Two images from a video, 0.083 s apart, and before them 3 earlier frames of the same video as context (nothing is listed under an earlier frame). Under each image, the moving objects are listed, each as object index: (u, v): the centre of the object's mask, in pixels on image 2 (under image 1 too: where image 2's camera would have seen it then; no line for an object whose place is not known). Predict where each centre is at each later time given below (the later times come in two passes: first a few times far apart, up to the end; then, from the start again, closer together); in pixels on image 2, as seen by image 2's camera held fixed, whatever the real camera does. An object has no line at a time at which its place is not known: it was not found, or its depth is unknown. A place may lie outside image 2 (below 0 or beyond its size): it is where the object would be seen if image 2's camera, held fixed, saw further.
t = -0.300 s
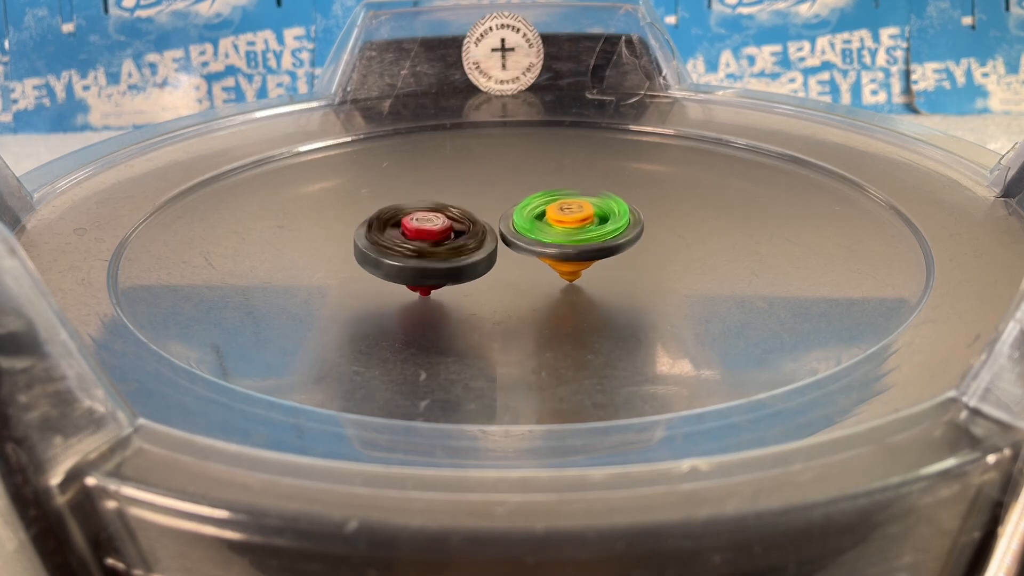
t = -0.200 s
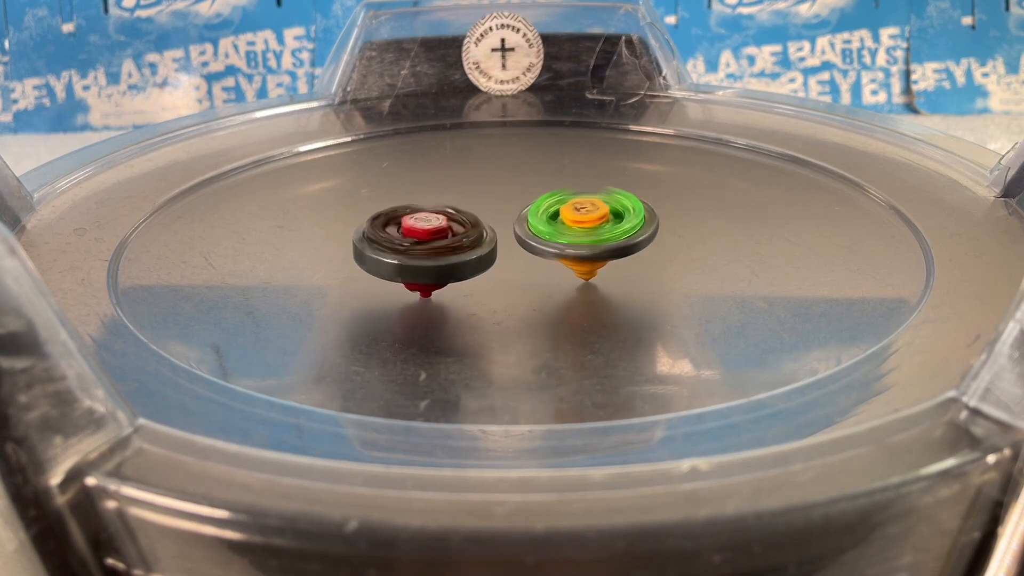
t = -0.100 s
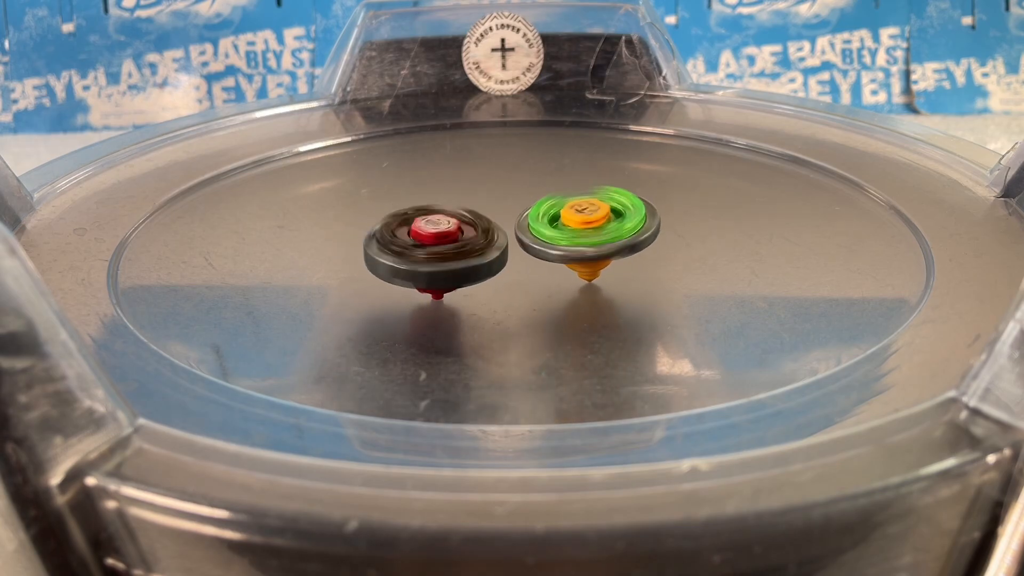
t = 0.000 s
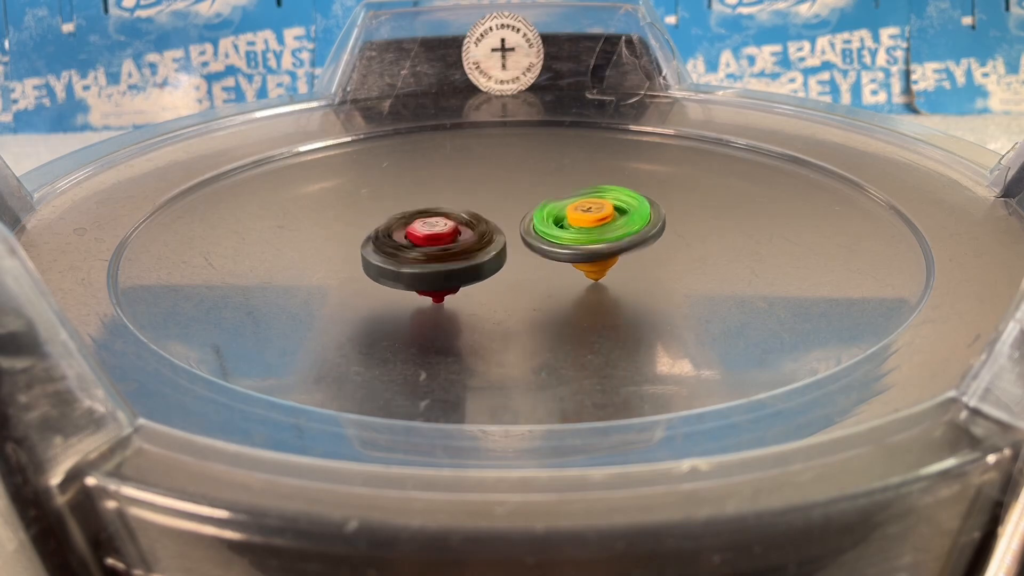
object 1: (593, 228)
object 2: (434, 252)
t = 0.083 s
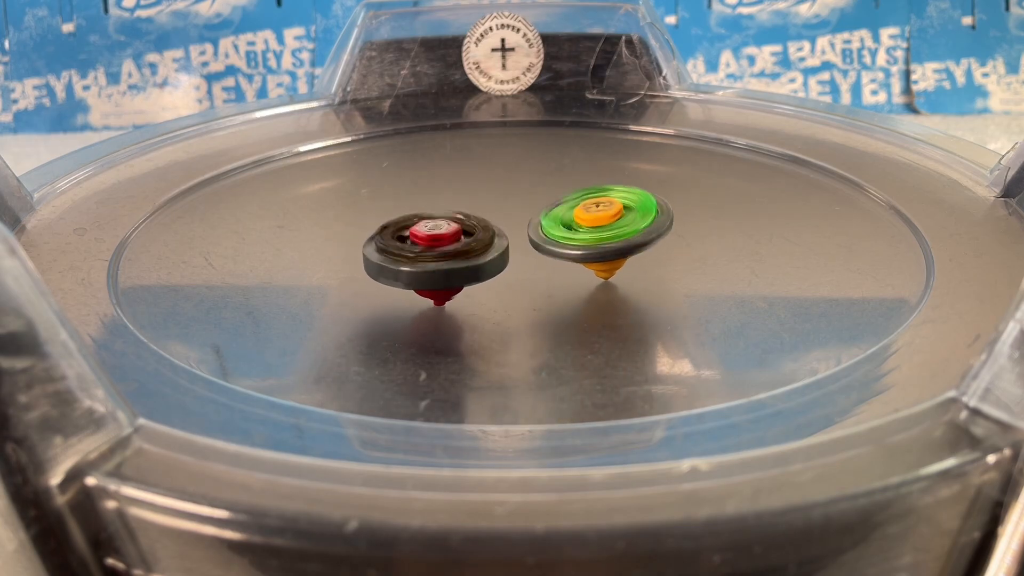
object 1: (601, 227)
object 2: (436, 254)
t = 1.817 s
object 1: (524, 207)
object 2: (555, 269)
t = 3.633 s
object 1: (486, 229)
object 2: (617, 256)
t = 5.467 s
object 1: (490, 244)
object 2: (621, 205)
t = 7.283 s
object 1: (527, 247)
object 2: (507, 191)
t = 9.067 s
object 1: (615, 249)
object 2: (444, 235)
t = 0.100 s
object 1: (600, 227)
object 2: (437, 254)
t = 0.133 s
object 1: (598, 228)
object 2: (439, 255)
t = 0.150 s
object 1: (597, 228)
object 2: (440, 256)
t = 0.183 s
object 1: (594, 229)
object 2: (443, 257)
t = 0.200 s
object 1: (591, 229)
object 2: (444, 257)
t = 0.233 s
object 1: (587, 230)
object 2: (447, 258)
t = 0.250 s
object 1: (586, 230)
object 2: (448, 259)
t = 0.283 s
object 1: (585, 230)
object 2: (448, 260)
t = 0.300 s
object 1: (585, 231)
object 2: (449, 260)
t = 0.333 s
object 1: (587, 231)
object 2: (447, 261)
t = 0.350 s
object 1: (591, 229)
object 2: (443, 262)
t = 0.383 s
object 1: (597, 228)
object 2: (440, 263)
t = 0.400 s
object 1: (599, 228)
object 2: (441, 263)
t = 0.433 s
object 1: (601, 227)
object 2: (442, 264)
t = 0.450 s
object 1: (600, 227)
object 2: (443, 264)
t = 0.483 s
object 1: (598, 227)
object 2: (444, 265)
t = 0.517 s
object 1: (595, 227)
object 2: (445, 265)
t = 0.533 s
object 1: (594, 227)
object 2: (446, 265)
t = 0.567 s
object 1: (589, 227)
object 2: (447, 265)
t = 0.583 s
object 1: (586, 228)
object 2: (448, 265)
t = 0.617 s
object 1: (580, 228)
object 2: (449, 265)
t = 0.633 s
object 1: (578, 228)
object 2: (451, 266)
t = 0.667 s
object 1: (573, 228)
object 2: (452, 266)
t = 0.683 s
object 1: (570, 229)
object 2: (454, 266)
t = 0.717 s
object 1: (569, 228)
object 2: (454, 266)
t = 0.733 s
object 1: (567, 228)
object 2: (455, 266)
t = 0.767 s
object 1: (569, 225)
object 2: (453, 266)
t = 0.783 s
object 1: (570, 225)
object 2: (453, 266)
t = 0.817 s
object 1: (568, 224)
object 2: (456, 266)
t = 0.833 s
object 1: (566, 223)
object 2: (457, 266)
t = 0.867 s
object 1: (563, 223)
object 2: (460, 266)
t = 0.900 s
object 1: (559, 222)
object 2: (462, 266)
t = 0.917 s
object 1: (558, 221)
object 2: (464, 266)
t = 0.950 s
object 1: (558, 218)
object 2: (459, 268)
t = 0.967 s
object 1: (558, 218)
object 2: (459, 268)
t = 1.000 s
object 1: (557, 217)
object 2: (461, 268)
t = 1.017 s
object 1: (557, 216)
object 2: (463, 268)
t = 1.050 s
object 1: (555, 215)
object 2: (466, 268)
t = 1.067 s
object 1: (555, 214)
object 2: (467, 268)
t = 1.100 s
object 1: (553, 213)
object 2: (470, 268)
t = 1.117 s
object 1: (551, 211)
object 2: (472, 268)
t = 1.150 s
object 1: (549, 210)
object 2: (476, 268)
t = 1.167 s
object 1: (550, 209)
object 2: (477, 268)
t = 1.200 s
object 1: (547, 207)
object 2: (481, 268)
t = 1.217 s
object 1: (547, 207)
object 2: (483, 268)
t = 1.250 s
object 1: (546, 207)
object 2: (487, 268)
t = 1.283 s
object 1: (545, 205)
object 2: (491, 268)
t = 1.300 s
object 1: (544, 204)
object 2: (493, 268)
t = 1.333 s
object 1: (542, 203)
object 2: (498, 267)
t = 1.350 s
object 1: (542, 203)
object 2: (500, 269)
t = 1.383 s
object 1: (541, 202)
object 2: (504, 268)
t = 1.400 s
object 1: (539, 202)
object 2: (506, 269)
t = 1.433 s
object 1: (538, 202)
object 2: (511, 268)
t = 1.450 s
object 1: (538, 202)
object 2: (513, 268)
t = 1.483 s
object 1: (536, 202)
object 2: (518, 268)
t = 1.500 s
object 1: (537, 202)
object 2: (521, 268)
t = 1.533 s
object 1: (535, 203)
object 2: (526, 268)
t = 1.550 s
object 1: (534, 202)
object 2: (528, 268)
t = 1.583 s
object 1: (533, 202)
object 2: (532, 269)
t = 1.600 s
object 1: (533, 202)
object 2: (534, 269)
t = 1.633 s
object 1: (531, 202)
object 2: (538, 269)
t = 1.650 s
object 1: (530, 203)
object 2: (540, 270)
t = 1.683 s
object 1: (529, 204)
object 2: (543, 269)
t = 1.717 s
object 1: (528, 205)
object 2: (546, 270)
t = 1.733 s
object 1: (527, 205)
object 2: (548, 269)
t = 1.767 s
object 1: (526, 206)
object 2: (551, 270)
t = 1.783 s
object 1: (526, 207)
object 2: (552, 270)
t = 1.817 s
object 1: (524, 207)
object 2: (555, 269)
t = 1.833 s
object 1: (523, 208)
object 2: (556, 270)
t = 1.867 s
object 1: (521, 208)
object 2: (558, 271)
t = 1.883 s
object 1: (521, 208)
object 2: (558, 271)
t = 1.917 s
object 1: (521, 211)
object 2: (560, 272)
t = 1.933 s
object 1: (520, 211)
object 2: (561, 271)
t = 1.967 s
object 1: (519, 212)
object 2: (562, 272)
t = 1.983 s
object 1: (518, 212)
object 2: (562, 272)
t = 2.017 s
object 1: (516, 212)
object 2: (563, 272)
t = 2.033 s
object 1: (516, 213)
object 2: (563, 272)
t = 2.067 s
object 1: (515, 213)
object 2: (563, 273)
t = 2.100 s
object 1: (513, 214)
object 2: (564, 274)
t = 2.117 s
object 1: (512, 214)
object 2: (564, 274)
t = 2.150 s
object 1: (512, 213)
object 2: (563, 273)
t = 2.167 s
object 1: (512, 212)
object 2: (563, 273)
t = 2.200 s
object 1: (512, 213)
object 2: (563, 273)
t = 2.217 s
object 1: (512, 212)
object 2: (563, 273)
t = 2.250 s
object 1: (513, 213)
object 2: (562, 273)
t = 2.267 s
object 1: (512, 214)
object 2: (562, 273)
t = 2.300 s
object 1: (511, 213)
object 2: (563, 273)
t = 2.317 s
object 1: (512, 212)
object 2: (563, 274)
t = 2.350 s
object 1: (512, 212)
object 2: (563, 274)
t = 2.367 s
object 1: (512, 211)
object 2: (562, 273)
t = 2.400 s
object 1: (512, 211)
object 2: (563, 273)
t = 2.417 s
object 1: (510, 210)
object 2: (563, 272)
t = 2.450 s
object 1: (510, 211)
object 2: (563, 272)
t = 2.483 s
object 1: (510, 211)
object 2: (563, 271)
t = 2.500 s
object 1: (510, 210)
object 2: (564, 270)
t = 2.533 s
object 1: (508, 209)
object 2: (565, 269)
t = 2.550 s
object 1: (508, 209)
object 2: (566, 269)
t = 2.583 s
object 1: (507, 206)
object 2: (570, 272)
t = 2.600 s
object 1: (506, 206)
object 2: (571, 272)
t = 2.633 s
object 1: (507, 206)
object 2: (571, 271)
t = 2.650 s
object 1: (507, 205)
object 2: (572, 271)
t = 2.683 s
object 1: (506, 204)
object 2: (574, 270)
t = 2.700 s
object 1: (506, 204)
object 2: (576, 270)
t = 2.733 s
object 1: (505, 203)
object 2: (578, 268)
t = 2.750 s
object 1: (505, 204)
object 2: (578, 268)
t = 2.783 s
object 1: (505, 204)
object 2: (581, 267)
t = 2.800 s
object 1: (505, 204)
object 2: (581, 266)
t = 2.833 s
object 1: (504, 204)
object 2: (583, 266)
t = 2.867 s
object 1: (505, 205)
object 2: (585, 265)
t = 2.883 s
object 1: (505, 205)
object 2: (587, 264)
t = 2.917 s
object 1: (505, 206)
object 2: (589, 263)
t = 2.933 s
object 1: (506, 206)
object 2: (590, 263)
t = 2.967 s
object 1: (508, 207)
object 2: (592, 262)
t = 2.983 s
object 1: (506, 207)
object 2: (593, 261)
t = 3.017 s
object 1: (506, 208)
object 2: (595, 260)
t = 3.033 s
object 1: (507, 208)
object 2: (596, 260)
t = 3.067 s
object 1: (507, 210)
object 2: (598, 259)
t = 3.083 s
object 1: (509, 211)
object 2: (599, 258)
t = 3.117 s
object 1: (509, 212)
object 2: (600, 257)
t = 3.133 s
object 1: (506, 212)
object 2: (604, 258)
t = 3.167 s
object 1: (502, 210)
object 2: (613, 260)
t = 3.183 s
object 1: (500, 209)
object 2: (616, 261)
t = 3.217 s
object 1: (498, 210)
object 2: (618, 261)
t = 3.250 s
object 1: (497, 211)
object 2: (619, 261)
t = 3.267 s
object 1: (497, 211)
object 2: (619, 260)
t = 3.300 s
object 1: (495, 213)
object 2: (621, 260)
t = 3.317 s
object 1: (494, 214)
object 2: (622, 260)
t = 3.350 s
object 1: (494, 216)
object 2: (623, 260)
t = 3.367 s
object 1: (493, 216)
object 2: (623, 260)
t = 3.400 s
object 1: (491, 218)
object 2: (624, 259)
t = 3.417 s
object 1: (491, 218)
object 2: (624, 259)
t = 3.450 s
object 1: (490, 220)
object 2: (623, 259)
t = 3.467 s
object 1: (490, 222)
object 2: (623, 259)
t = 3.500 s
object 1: (490, 222)
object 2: (622, 258)
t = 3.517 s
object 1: (488, 223)
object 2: (621, 258)
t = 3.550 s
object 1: (487, 225)
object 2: (621, 258)
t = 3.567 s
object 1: (487, 225)
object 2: (620, 258)
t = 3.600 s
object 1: (487, 227)
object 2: (618, 257)
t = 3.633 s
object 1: (486, 229)
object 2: (617, 256)
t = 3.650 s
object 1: (486, 230)
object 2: (616, 256)
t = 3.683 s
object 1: (480, 230)
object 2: (620, 255)
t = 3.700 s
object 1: (477, 231)
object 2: (621, 255)
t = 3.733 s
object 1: (475, 231)
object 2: (619, 254)
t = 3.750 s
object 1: (473, 231)
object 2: (618, 254)
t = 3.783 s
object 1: (472, 231)
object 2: (617, 253)
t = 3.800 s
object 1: (472, 231)
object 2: (617, 252)
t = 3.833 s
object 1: (470, 233)
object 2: (617, 251)
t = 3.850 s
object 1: (470, 234)
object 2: (617, 250)
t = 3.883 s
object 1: (469, 234)
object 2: (617, 249)
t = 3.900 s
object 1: (467, 234)
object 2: (617, 248)
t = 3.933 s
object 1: (467, 235)
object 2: (616, 247)
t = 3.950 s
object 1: (467, 235)
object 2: (616, 246)
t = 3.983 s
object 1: (467, 236)
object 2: (616, 245)
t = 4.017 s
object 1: (466, 236)
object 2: (615, 243)
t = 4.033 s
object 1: (467, 236)
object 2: (615, 242)
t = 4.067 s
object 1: (467, 237)
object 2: (615, 241)
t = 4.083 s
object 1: (468, 238)
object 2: (615, 240)
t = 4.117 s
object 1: (469, 237)
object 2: (615, 239)
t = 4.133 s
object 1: (469, 237)
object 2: (615, 238)
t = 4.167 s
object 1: (460, 238)
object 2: (625, 236)
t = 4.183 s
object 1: (451, 237)
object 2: (636, 235)
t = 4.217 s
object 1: (437, 236)
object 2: (649, 231)
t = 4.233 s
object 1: (434, 235)
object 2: (654, 230)
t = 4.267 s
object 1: (430, 235)
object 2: (661, 226)
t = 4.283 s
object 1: (430, 236)
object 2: (663, 224)
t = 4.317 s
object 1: (432, 235)
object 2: (666, 223)
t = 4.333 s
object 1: (433, 235)
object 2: (666, 222)
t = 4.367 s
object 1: (436, 235)
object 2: (667, 221)
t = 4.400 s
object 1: (442, 235)
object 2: (667, 220)
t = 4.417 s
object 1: (445, 234)
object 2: (667, 220)
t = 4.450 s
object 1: (450, 234)
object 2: (667, 220)
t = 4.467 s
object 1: (453, 234)
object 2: (666, 220)
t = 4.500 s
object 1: (459, 235)
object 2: (665, 219)
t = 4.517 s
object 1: (463, 235)
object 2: (664, 219)
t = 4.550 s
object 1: (469, 235)
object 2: (663, 219)
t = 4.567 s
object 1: (472, 235)
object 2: (662, 220)
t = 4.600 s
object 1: (479, 236)
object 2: (659, 220)
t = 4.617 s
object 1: (481, 235)
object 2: (658, 220)
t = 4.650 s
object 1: (488, 235)
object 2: (655, 221)
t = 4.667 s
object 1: (492, 235)
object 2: (653, 221)
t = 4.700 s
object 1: (498, 236)
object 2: (649, 221)
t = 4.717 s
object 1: (501, 235)
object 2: (647, 221)
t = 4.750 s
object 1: (503, 236)
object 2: (644, 221)
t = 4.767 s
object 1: (499, 235)
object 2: (646, 220)
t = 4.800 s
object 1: (496, 237)
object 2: (645, 220)
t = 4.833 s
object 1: (497, 236)
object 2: (641, 220)
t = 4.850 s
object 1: (497, 236)
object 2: (639, 219)
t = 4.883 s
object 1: (500, 237)
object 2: (636, 219)
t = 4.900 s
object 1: (501, 236)
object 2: (634, 219)
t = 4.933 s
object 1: (490, 236)
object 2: (640, 216)
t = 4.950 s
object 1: (486, 236)
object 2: (642, 215)
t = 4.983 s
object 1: (481, 237)
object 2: (641, 214)
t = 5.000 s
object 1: (480, 237)
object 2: (639, 214)
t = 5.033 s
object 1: (478, 237)
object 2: (637, 213)
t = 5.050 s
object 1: (478, 238)
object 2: (636, 213)
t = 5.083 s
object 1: (480, 238)
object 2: (633, 212)
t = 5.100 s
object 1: (480, 237)
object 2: (632, 212)
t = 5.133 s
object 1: (484, 238)
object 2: (630, 211)
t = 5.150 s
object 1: (486, 237)
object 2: (628, 211)
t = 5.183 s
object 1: (491, 237)
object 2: (626, 211)
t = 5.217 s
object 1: (495, 238)
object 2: (624, 210)
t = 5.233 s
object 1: (499, 238)
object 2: (623, 210)
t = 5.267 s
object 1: (503, 237)
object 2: (622, 209)
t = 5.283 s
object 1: (504, 238)
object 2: (621, 209)
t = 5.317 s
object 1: (504, 239)
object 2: (622, 208)
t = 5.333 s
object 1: (505, 239)
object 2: (622, 208)
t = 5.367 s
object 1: (505, 239)
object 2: (619, 208)
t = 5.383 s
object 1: (505, 241)
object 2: (618, 208)
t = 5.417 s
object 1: (499, 242)
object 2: (620, 206)
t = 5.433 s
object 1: (494, 243)
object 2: (621, 205)
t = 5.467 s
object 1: (490, 244)
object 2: (621, 205)
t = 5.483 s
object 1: (488, 244)
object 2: (620, 205)
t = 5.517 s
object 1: (486, 244)
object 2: (618, 205)
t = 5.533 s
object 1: (487, 244)
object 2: (616, 205)
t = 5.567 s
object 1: (488, 243)
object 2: (615, 205)
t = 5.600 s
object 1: (490, 243)
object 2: (613, 205)
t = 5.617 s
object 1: (492, 243)
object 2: (613, 205)
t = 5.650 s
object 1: (496, 242)
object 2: (613, 205)
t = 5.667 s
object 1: (498, 242)
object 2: (611, 205)
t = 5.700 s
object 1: (501, 242)
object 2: (611, 205)
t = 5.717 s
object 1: (504, 241)
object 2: (610, 206)
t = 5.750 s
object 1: (499, 242)
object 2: (611, 205)
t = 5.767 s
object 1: (494, 244)
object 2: (612, 204)
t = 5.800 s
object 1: (491, 243)
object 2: (613, 203)
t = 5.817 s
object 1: (488, 244)
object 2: (613, 203)
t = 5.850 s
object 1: (487, 244)
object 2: (609, 204)
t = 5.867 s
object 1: (487, 244)
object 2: (607, 204)
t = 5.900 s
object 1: (488, 243)
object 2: (604, 204)
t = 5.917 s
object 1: (489, 244)
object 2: (603, 204)
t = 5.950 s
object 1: (491, 243)
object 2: (601, 204)
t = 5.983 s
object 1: (494, 243)
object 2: (599, 205)
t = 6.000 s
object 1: (497, 243)
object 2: (598, 205)
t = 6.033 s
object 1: (500, 242)
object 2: (595, 204)
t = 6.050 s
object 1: (501, 242)
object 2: (593, 204)
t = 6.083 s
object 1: (499, 243)
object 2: (591, 203)
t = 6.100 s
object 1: (500, 243)
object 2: (589, 203)
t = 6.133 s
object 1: (500, 244)
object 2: (586, 203)
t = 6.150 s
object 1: (500, 244)
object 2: (585, 202)
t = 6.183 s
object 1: (501, 243)
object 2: (582, 201)
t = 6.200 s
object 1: (495, 246)
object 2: (581, 200)
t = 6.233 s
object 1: (488, 249)
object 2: (580, 198)
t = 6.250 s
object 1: (485, 250)
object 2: (578, 198)
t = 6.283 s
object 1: (483, 252)
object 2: (576, 197)
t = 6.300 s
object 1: (482, 251)
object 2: (575, 197)
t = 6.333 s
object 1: (481, 252)
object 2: (573, 196)
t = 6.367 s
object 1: (483, 251)
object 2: (572, 196)
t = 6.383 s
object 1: (483, 251)
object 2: (570, 195)
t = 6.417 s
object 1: (487, 250)
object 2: (570, 194)
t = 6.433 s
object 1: (488, 249)
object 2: (569, 194)
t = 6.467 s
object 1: (492, 250)
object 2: (568, 193)
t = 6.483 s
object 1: (494, 248)
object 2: (567, 192)
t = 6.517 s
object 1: (497, 248)
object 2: (566, 192)
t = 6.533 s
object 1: (500, 248)
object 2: (564, 192)
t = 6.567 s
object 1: (503, 247)
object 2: (563, 191)
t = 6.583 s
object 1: (506, 246)
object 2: (562, 191)
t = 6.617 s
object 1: (510, 246)
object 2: (561, 190)
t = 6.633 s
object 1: (512, 245)
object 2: (559, 190)
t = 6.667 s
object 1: (516, 245)
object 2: (556, 191)
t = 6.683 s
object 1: (519, 245)
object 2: (556, 189)
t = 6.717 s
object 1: (521, 245)
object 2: (553, 190)
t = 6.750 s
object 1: (520, 247)
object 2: (550, 189)
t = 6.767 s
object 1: (521, 248)
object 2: (549, 190)
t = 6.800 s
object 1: (521, 248)
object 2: (545, 190)
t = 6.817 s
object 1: (522, 249)
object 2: (545, 190)
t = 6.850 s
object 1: (522, 249)
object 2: (541, 192)
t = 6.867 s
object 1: (523, 249)
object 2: (539, 191)
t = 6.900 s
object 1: (522, 248)
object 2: (537, 191)
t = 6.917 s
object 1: (523, 249)
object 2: (534, 192)
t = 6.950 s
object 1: (524, 247)
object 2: (532, 191)
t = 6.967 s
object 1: (524, 248)
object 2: (531, 191)
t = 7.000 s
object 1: (526, 246)
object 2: (527, 191)
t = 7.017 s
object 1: (526, 245)
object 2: (526, 191)
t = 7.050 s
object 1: (526, 248)
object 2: (522, 190)
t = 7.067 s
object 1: (524, 249)
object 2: (521, 190)
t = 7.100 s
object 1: (525, 250)
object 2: (518, 191)
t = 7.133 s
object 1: (524, 249)
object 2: (517, 190)
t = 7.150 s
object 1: (524, 250)
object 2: (516, 190)
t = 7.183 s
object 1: (524, 249)
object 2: (513, 190)
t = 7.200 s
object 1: (523, 249)
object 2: (512, 191)
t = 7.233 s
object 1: (525, 248)
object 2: (509, 191)
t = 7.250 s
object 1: (524, 248)
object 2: (509, 190)
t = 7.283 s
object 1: (527, 247)
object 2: (507, 191)
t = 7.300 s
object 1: (526, 246)
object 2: (505, 190)
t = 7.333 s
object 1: (528, 245)
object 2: (504, 191)
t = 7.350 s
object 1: (528, 245)
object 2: (503, 191)
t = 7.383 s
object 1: (530, 246)
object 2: (504, 191)
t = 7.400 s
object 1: (530, 246)
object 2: (503, 190)
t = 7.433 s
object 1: (531, 245)
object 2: (501, 191)
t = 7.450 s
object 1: (532, 246)
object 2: (501, 191)
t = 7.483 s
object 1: (532, 247)
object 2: (499, 191)
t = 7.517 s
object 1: (534, 247)
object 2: (498, 192)
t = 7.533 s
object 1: (534, 247)
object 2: (498, 192)
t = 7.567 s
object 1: (535, 247)
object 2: (497, 194)
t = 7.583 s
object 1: (535, 247)
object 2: (495, 194)
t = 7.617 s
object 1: (540, 255)
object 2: (496, 191)
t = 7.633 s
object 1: (543, 257)
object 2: (495, 189)
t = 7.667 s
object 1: (546, 264)
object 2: (496, 185)
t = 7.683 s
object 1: (546, 264)
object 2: (496, 184)
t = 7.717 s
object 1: (546, 268)
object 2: (497, 183)
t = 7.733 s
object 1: (546, 267)
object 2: (497, 183)
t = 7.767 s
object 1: (545, 269)
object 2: (496, 184)
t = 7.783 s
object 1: (544, 268)
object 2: (494, 184)
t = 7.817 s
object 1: (542, 268)
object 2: (493, 185)
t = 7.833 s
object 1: (543, 267)
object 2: (493, 186)
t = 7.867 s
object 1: (541, 266)
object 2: (491, 186)
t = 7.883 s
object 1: (542, 265)
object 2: (491, 187)
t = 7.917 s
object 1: (540, 264)
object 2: (490, 189)
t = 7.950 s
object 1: (542, 261)
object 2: (491, 191)
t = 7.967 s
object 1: (540, 261)
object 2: (492, 192)
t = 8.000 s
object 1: (542, 259)
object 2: (492, 196)
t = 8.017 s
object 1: (540, 258)
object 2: (491, 197)
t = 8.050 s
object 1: (543, 256)
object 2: (490, 200)
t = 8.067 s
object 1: (541, 255)
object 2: (489, 201)
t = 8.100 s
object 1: (543, 253)
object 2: (486, 205)
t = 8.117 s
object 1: (544, 254)
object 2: (484, 206)
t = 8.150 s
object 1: (547, 254)
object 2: (481, 208)
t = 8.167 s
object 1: (548, 256)
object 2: (479, 209)
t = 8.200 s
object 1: (550, 256)
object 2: (475, 211)
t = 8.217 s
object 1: (549, 256)
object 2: (472, 213)
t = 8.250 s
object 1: (553, 257)
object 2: (466, 217)
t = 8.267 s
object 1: (558, 260)
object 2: (464, 218)
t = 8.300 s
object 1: (563, 261)
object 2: (458, 220)
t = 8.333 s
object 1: (565, 262)
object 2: (453, 221)
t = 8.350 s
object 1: (567, 262)
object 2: (451, 221)
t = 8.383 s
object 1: (569, 262)
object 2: (448, 222)
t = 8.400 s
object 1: (571, 261)
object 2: (447, 222)
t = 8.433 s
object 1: (572, 262)
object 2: (446, 222)
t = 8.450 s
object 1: (574, 261)
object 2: (446, 222)
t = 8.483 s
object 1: (575, 261)
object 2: (446, 222)
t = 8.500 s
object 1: (576, 261)
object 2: (445, 222)
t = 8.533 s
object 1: (577, 261)
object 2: (445, 223)
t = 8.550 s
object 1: (577, 260)
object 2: (444, 223)
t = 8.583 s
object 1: (578, 260)
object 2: (444, 224)
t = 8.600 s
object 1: (579, 259)
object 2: (444, 224)
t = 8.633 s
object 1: (579, 259)
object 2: (444, 224)
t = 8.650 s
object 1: (580, 259)
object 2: (444, 224)
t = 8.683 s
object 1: (580, 258)
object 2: (445, 226)
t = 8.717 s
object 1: (582, 257)
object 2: (444, 226)
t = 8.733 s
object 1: (581, 256)
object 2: (444, 227)
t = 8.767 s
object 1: (583, 256)
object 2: (447, 228)
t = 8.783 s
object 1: (582, 255)
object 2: (447, 229)
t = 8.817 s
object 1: (583, 254)
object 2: (449, 231)
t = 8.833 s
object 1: (582, 253)
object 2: (450, 232)
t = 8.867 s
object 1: (584, 252)
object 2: (453, 235)
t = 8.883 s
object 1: (591, 252)
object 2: (450, 234)
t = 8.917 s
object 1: (606, 252)
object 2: (445, 234)
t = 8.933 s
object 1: (610, 253)
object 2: (445, 234)
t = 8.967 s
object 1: (616, 252)
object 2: (445, 234)
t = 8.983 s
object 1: (615, 253)
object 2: (445, 234)
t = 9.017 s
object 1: (615, 251)
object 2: (445, 235)
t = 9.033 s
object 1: (614, 251)
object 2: (445, 235)
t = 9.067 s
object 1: (615, 249)
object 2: (444, 235)
